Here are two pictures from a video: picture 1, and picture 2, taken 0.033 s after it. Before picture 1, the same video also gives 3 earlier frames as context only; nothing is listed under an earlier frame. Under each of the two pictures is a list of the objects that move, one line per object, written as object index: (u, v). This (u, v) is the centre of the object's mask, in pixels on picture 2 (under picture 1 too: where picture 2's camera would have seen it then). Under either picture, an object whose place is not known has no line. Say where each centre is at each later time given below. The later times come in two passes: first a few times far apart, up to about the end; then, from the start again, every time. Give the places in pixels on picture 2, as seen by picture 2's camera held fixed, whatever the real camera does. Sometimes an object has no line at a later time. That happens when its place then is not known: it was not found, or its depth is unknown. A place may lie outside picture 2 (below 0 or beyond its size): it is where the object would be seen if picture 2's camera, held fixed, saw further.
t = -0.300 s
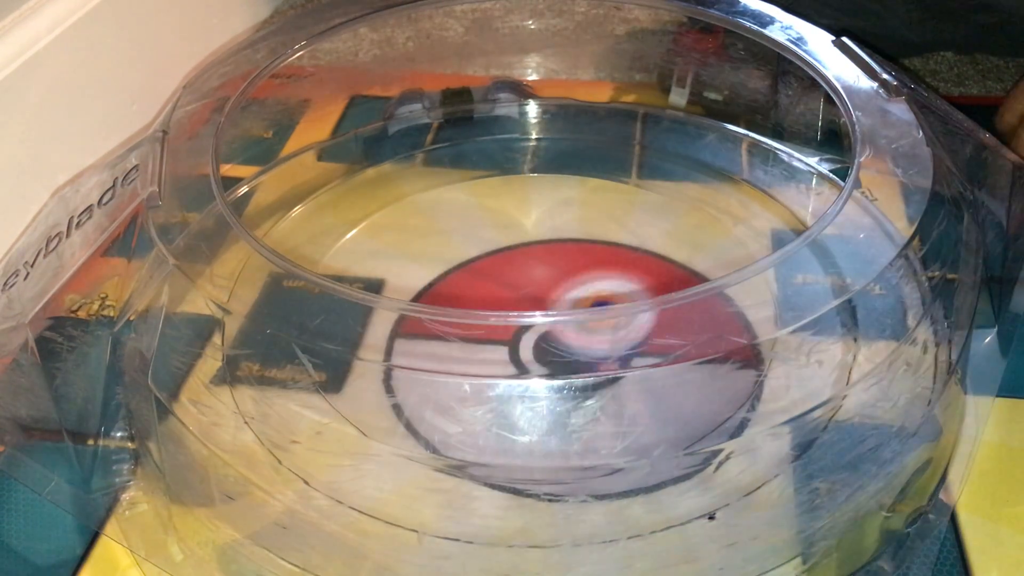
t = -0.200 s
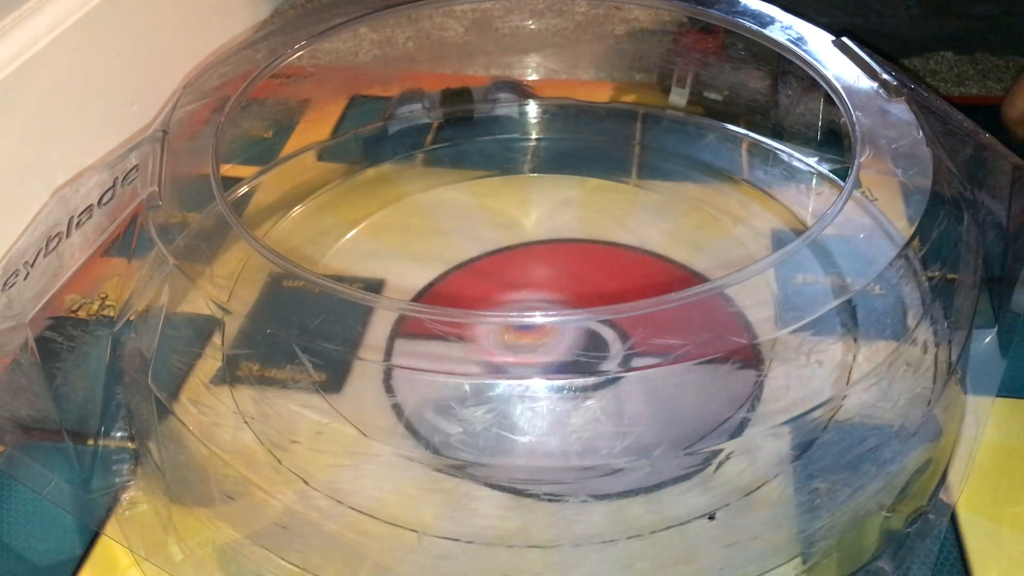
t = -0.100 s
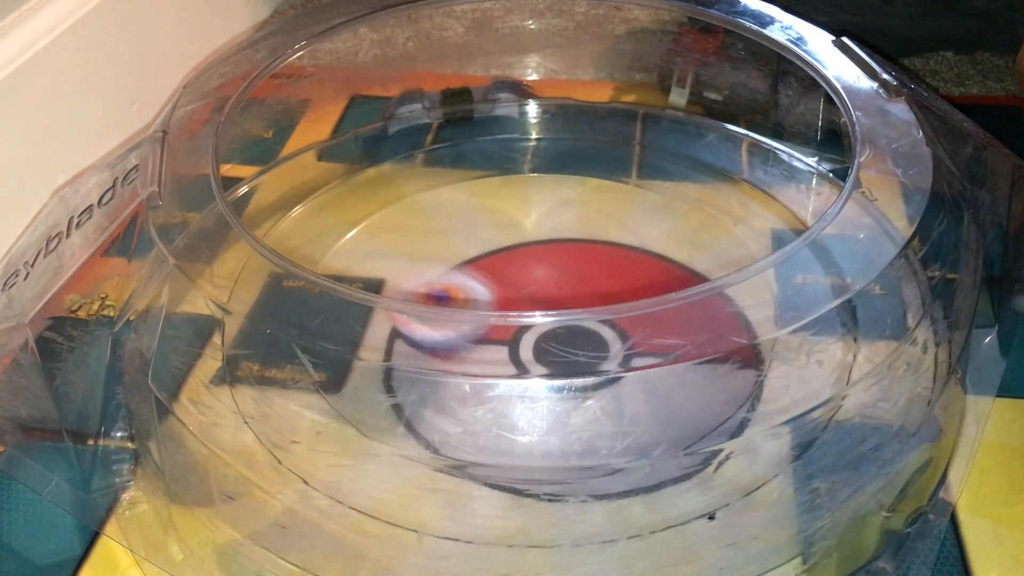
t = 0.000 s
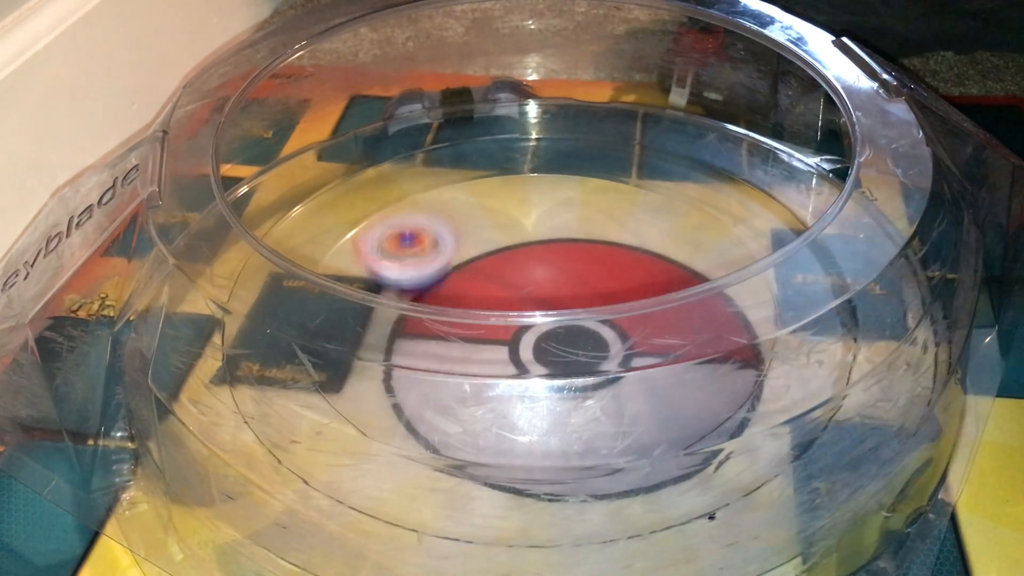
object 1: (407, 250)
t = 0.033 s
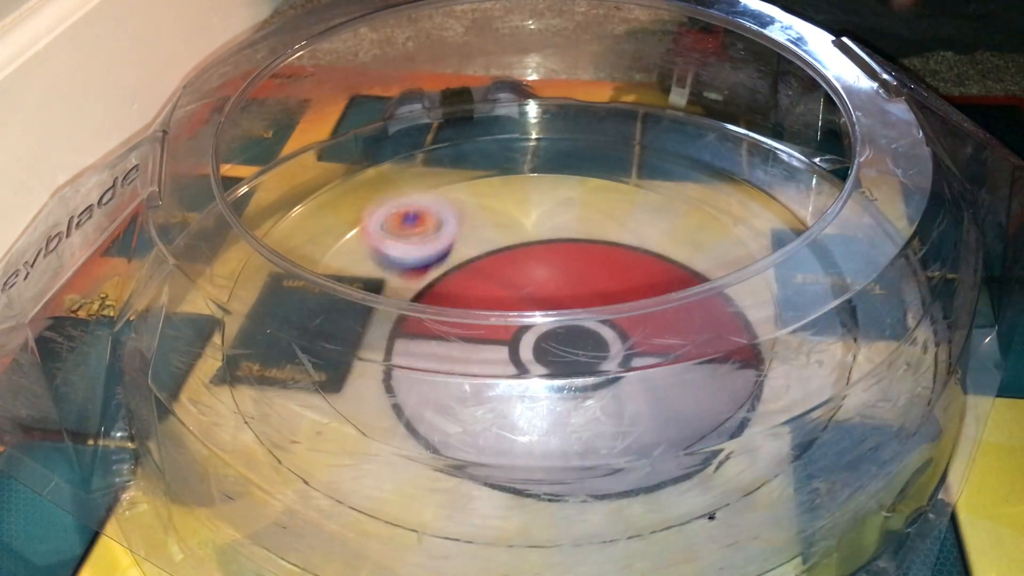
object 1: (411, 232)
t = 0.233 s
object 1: (556, 151)
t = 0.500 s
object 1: (810, 269)
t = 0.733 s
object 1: (787, 406)
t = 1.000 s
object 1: (538, 481)
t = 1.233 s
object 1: (349, 441)
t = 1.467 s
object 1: (243, 339)
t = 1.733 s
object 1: (254, 221)
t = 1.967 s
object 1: (351, 147)
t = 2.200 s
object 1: (476, 110)
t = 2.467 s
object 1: (632, 113)
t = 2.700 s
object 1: (748, 156)
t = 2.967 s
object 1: (824, 250)
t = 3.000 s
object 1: (824, 260)
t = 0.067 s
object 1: (421, 211)
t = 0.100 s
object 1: (438, 194)
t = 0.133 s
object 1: (460, 178)
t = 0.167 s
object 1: (489, 165)
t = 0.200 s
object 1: (520, 156)
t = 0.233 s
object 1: (556, 151)
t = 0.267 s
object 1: (593, 148)
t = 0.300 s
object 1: (634, 154)
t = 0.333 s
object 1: (673, 162)
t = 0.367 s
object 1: (709, 178)
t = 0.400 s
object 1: (741, 199)
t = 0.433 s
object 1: (764, 215)
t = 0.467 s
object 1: (791, 242)
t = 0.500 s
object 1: (810, 269)
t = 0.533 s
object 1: (825, 287)
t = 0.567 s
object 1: (825, 308)
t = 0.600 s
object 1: (832, 325)
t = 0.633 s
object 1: (826, 345)
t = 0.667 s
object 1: (825, 367)
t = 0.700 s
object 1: (812, 384)
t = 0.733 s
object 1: (787, 406)
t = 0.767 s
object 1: (755, 418)
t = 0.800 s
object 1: (722, 440)
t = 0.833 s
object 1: (694, 454)
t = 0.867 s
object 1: (665, 465)
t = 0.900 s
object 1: (636, 472)
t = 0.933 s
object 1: (601, 477)
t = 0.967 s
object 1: (567, 481)
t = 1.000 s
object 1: (538, 481)
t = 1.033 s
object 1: (510, 478)
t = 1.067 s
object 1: (479, 477)
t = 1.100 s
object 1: (452, 473)
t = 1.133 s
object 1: (426, 467)
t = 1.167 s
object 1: (397, 459)
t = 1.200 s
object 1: (371, 449)
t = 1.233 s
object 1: (349, 441)
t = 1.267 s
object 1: (325, 426)
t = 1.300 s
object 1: (305, 411)
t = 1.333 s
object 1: (289, 399)
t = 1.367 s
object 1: (276, 382)
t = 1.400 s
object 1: (262, 367)
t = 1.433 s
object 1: (251, 354)
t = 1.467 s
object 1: (243, 339)
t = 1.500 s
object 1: (237, 325)
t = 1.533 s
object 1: (232, 309)
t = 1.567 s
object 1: (229, 295)
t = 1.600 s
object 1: (228, 280)
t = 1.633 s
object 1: (232, 263)
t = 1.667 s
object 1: (236, 250)
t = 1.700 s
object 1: (243, 236)
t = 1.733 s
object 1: (254, 221)
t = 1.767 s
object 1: (266, 208)
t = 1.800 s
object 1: (279, 197)
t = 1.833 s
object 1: (291, 185)
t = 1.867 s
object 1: (304, 174)
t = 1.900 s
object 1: (318, 163)
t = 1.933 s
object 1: (334, 155)
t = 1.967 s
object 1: (351, 147)
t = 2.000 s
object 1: (366, 139)
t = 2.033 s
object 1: (383, 131)
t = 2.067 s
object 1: (398, 125)
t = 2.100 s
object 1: (419, 120)
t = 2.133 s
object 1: (439, 116)
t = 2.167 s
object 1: (455, 113)
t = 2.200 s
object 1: (476, 110)
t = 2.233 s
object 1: (495, 108)
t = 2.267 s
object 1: (515, 106)
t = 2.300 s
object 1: (535, 106)
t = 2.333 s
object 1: (554, 107)
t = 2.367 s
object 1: (575, 107)
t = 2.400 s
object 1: (594, 109)
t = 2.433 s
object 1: (613, 111)
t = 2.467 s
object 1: (632, 113)
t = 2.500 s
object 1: (650, 118)
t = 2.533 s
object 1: (668, 123)
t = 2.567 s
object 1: (686, 127)
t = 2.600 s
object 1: (703, 134)
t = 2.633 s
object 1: (719, 141)
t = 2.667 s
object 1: (733, 148)
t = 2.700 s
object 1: (748, 156)
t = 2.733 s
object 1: (761, 164)
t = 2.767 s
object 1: (773, 174)
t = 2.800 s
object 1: (784, 186)
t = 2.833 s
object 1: (787, 196)
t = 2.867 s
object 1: (791, 202)
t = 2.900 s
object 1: (808, 217)
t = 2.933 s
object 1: (818, 232)
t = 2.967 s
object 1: (824, 250)
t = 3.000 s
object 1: (824, 260)
